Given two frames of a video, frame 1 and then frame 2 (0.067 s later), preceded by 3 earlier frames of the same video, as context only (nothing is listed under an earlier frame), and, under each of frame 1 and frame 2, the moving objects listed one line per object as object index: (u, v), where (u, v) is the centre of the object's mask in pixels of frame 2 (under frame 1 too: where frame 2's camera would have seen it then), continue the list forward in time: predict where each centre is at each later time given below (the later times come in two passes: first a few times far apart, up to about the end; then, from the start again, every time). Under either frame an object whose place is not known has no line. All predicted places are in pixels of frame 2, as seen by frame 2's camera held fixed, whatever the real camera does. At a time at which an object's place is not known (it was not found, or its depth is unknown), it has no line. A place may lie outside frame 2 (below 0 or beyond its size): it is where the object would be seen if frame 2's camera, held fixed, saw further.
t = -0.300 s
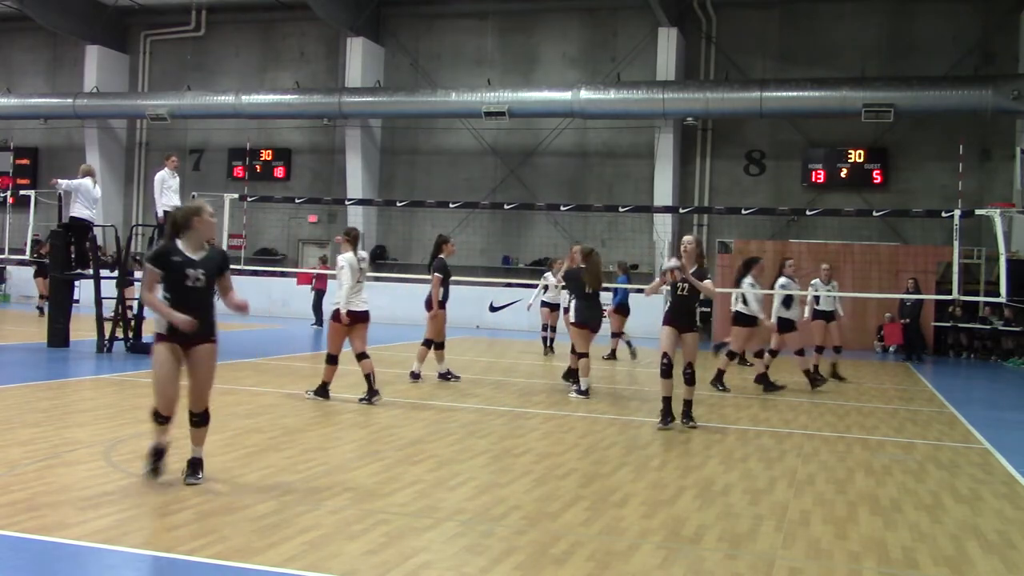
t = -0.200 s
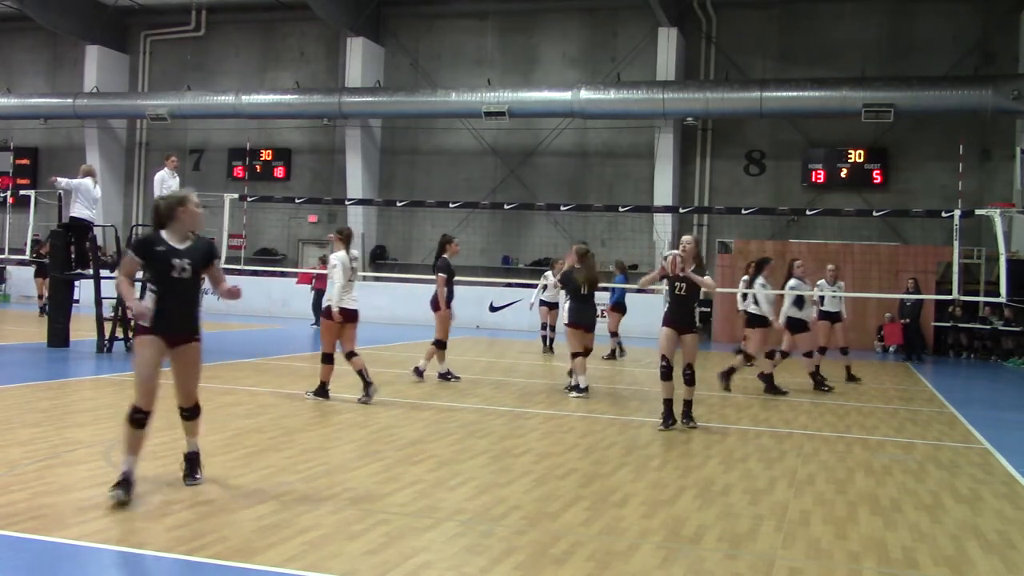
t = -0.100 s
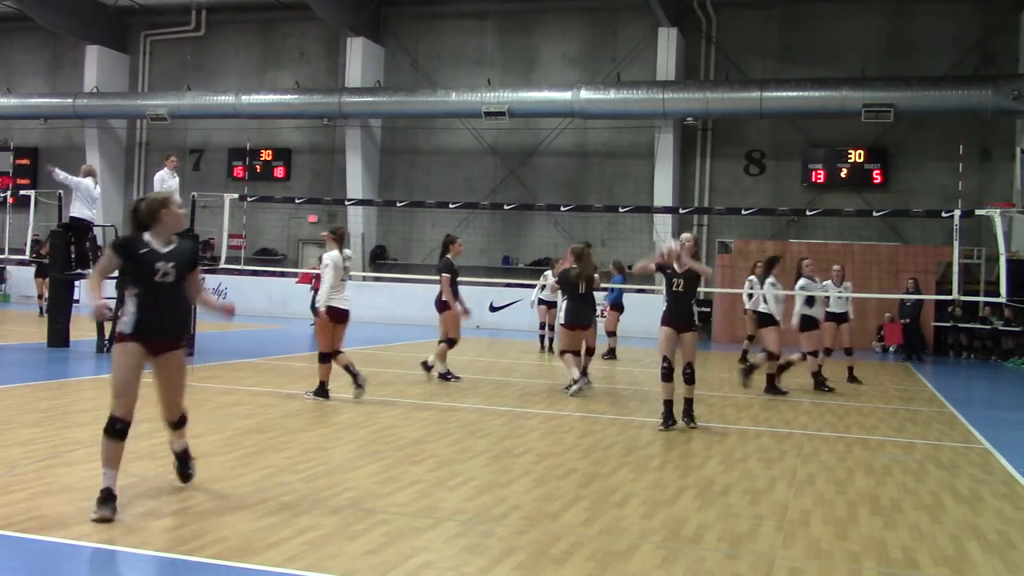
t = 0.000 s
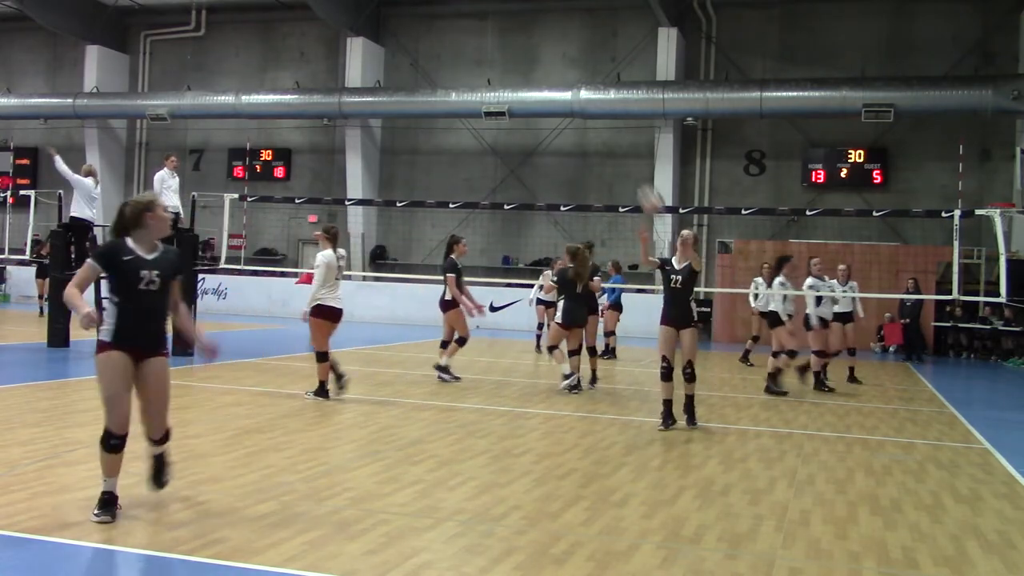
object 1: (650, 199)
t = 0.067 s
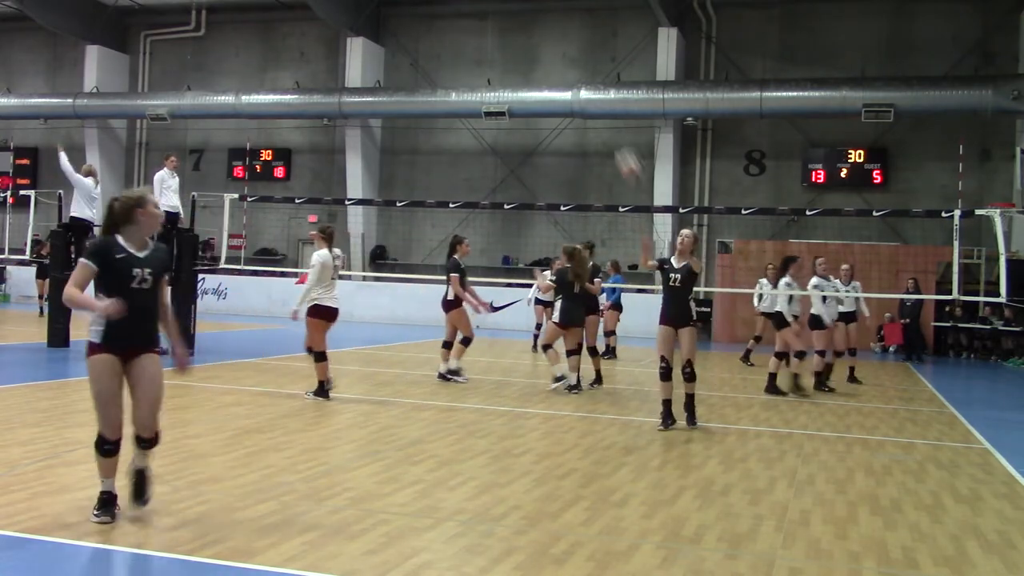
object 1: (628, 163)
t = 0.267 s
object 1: (553, 72)
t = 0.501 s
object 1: (436, 22)
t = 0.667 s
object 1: (324, 34)
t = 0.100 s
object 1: (617, 147)
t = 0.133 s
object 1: (604, 131)
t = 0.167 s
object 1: (592, 115)
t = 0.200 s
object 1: (582, 102)
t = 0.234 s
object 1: (566, 86)
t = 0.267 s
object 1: (553, 72)
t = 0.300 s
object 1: (537, 62)
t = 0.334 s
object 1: (522, 53)
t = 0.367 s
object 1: (507, 44)
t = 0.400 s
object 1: (491, 37)
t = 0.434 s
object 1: (472, 30)
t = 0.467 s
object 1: (455, 26)
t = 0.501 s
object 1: (436, 22)
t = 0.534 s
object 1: (416, 21)
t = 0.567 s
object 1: (395, 22)
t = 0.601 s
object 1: (373, 23)
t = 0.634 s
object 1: (349, 28)
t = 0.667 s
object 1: (324, 34)
